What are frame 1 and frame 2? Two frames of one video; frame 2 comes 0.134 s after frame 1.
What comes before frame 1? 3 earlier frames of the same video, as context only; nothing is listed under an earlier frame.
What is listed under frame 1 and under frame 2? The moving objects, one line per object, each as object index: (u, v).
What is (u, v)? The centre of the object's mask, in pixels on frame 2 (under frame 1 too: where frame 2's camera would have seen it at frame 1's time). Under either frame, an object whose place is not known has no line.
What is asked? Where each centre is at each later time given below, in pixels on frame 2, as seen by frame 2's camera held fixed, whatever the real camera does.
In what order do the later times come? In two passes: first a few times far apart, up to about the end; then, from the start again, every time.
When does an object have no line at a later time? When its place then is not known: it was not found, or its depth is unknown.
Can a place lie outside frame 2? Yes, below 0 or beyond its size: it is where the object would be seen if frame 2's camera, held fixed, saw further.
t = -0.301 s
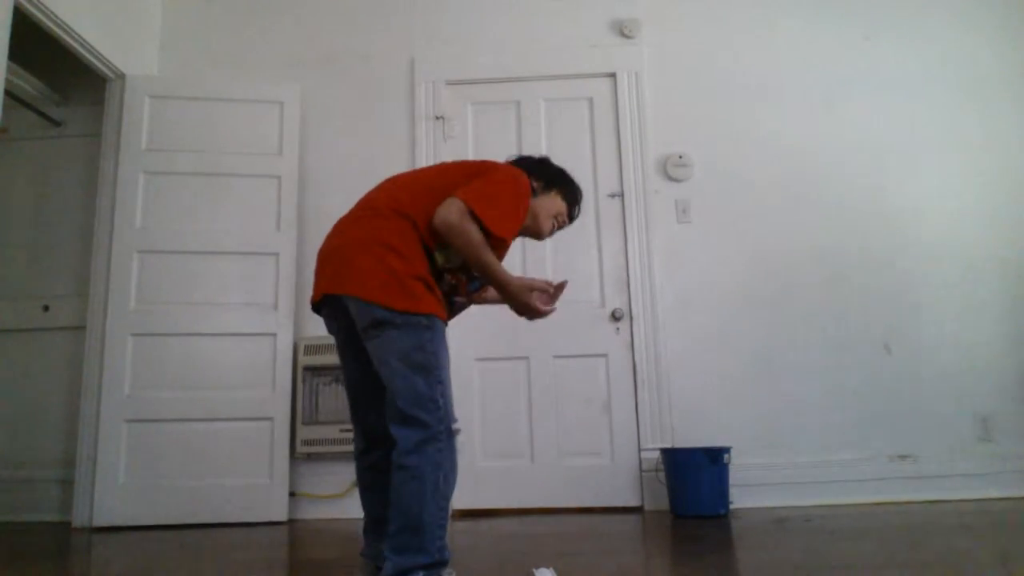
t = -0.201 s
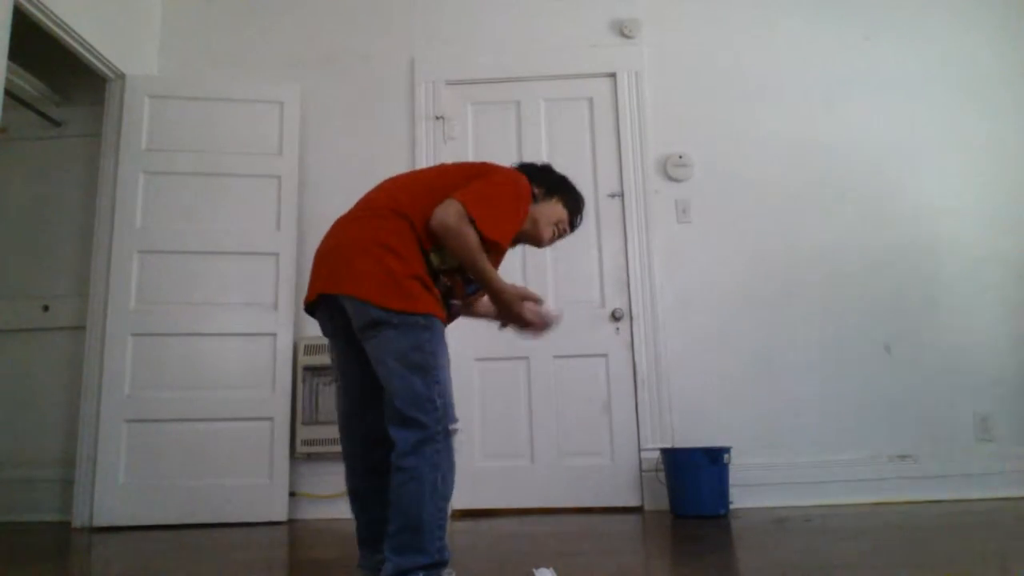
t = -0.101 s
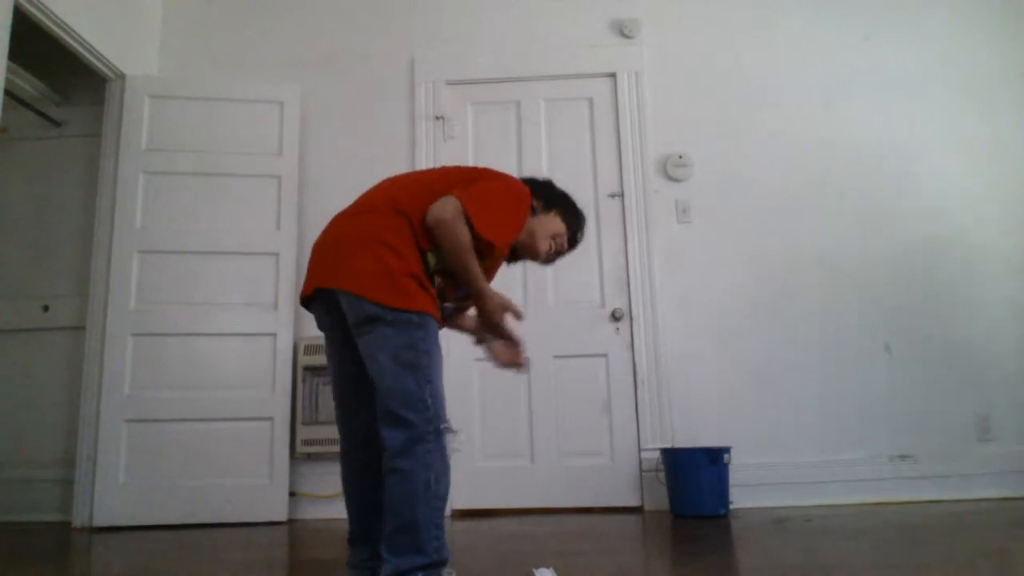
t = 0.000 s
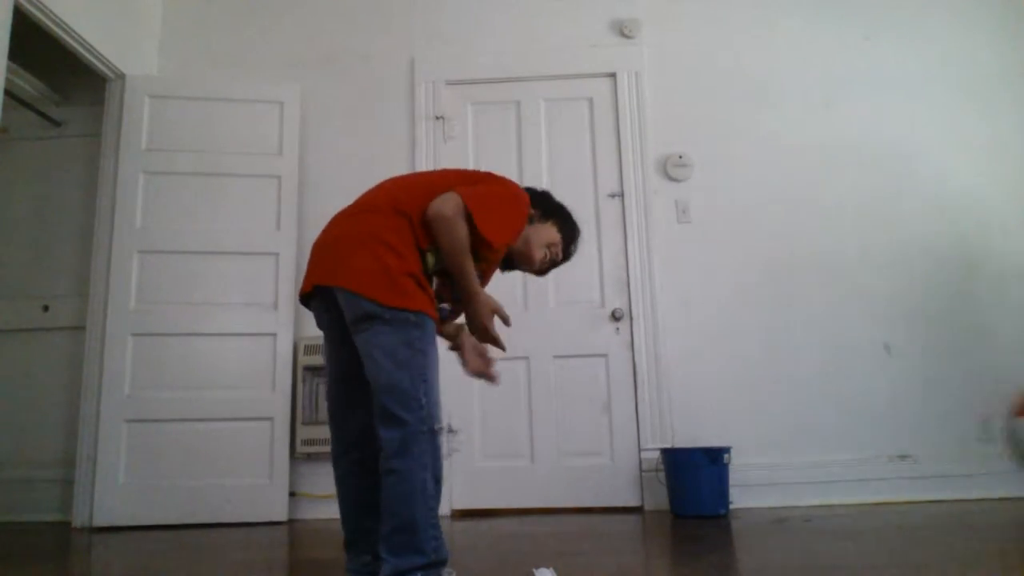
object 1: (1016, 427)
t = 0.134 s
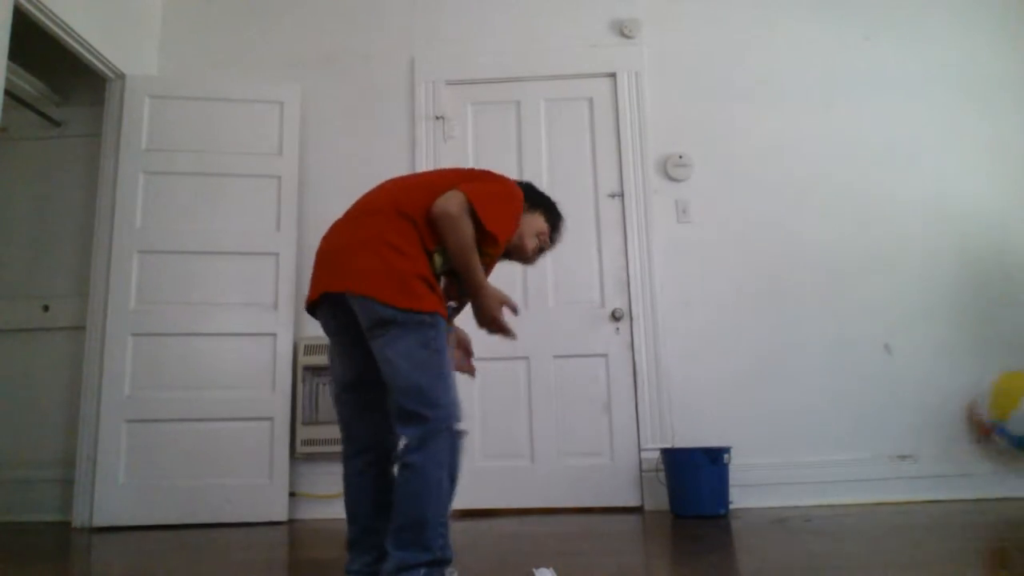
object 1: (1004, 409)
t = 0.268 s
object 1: (989, 426)
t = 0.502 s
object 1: (949, 445)
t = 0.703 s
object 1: (903, 454)
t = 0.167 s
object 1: (999, 410)
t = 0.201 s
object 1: (995, 413)
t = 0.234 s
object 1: (992, 418)
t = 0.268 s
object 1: (989, 426)
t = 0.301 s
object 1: (987, 434)
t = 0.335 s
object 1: (988, 441)
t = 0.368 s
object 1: (981, 456)
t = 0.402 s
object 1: (975, 462)
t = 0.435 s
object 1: (966, 455)
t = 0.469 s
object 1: (956, 450)
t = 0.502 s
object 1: (949, 445)
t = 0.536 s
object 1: (940, 443)
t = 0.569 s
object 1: (932, 442)
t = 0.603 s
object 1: (924, 443)
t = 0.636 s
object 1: (918, 446)
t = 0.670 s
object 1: (912, 450)
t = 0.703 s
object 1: (903, 454)
